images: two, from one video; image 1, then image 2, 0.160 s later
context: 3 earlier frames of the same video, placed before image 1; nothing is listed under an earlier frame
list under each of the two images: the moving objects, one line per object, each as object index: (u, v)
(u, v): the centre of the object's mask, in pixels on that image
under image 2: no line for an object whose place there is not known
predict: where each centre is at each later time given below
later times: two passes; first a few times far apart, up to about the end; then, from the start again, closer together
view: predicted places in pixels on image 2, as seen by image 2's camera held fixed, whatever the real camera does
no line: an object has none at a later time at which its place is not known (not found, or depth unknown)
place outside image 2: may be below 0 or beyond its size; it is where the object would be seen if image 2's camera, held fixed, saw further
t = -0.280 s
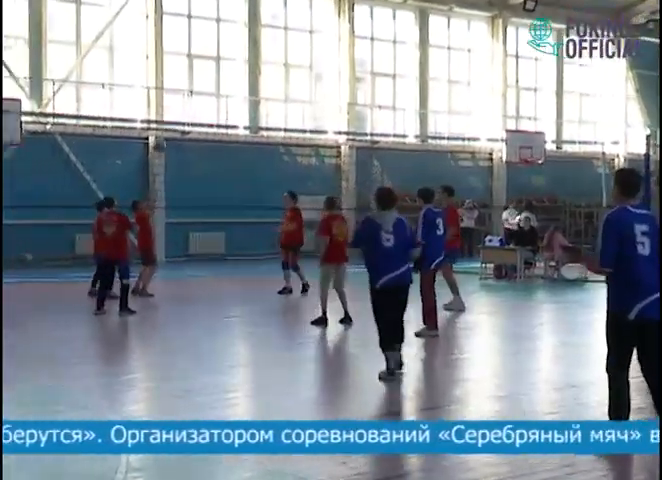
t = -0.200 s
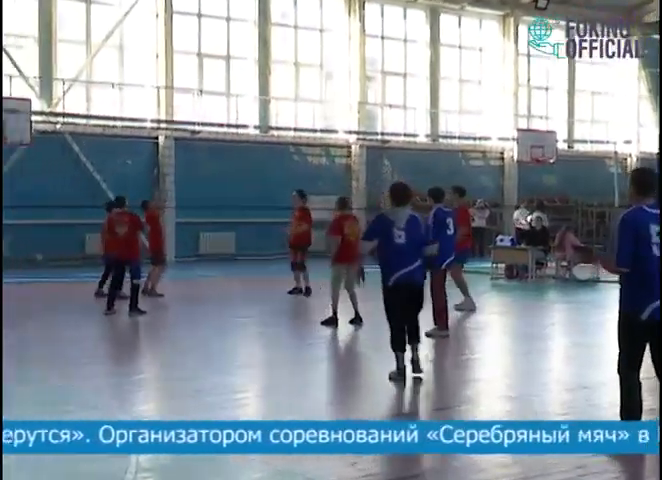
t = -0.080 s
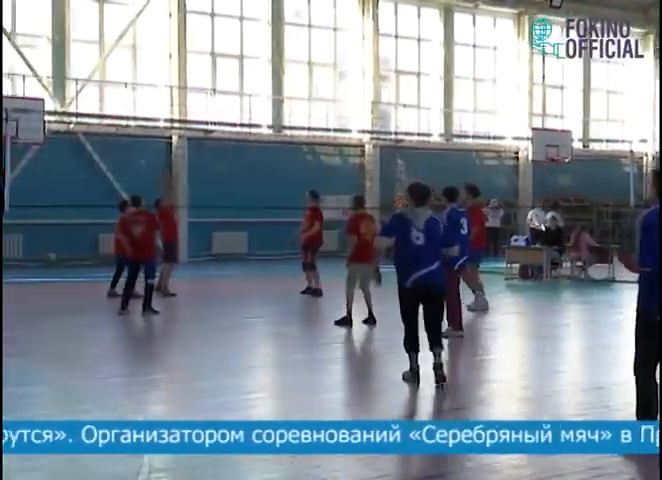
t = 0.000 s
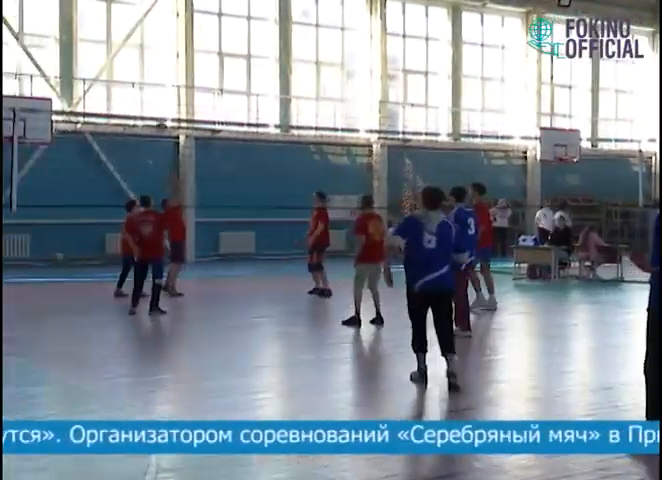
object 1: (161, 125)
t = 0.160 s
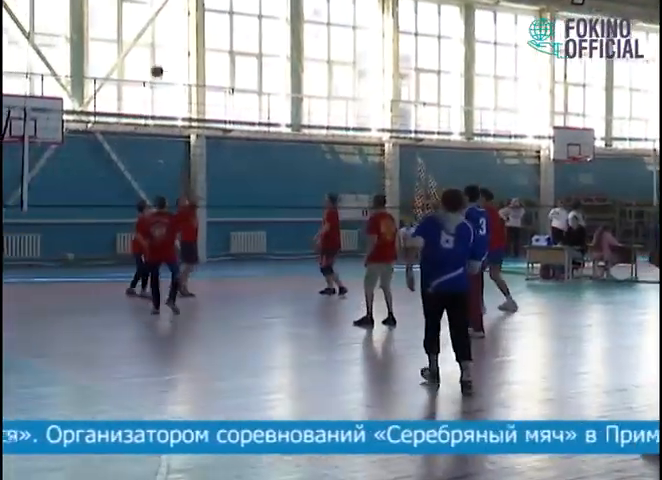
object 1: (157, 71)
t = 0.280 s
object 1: (145, 41)
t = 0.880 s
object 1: (88, 21)
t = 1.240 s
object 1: (54, 123)
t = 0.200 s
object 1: (153, 60)
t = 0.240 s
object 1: (149, 49)
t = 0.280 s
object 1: (145, 41)
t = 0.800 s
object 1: (96, 10)
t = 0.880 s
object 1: (88, 21)
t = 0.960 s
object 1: (81, 35)
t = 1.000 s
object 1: (76, 45)
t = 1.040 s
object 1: (72, 56)
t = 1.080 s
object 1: (69, 67)
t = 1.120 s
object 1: (64, 79)
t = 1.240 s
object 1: (54, 123)
